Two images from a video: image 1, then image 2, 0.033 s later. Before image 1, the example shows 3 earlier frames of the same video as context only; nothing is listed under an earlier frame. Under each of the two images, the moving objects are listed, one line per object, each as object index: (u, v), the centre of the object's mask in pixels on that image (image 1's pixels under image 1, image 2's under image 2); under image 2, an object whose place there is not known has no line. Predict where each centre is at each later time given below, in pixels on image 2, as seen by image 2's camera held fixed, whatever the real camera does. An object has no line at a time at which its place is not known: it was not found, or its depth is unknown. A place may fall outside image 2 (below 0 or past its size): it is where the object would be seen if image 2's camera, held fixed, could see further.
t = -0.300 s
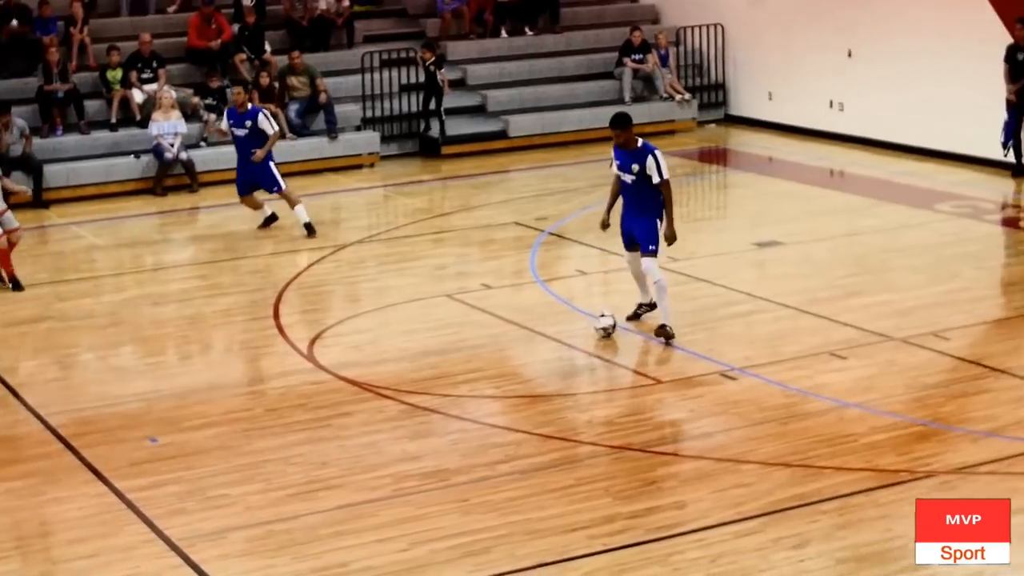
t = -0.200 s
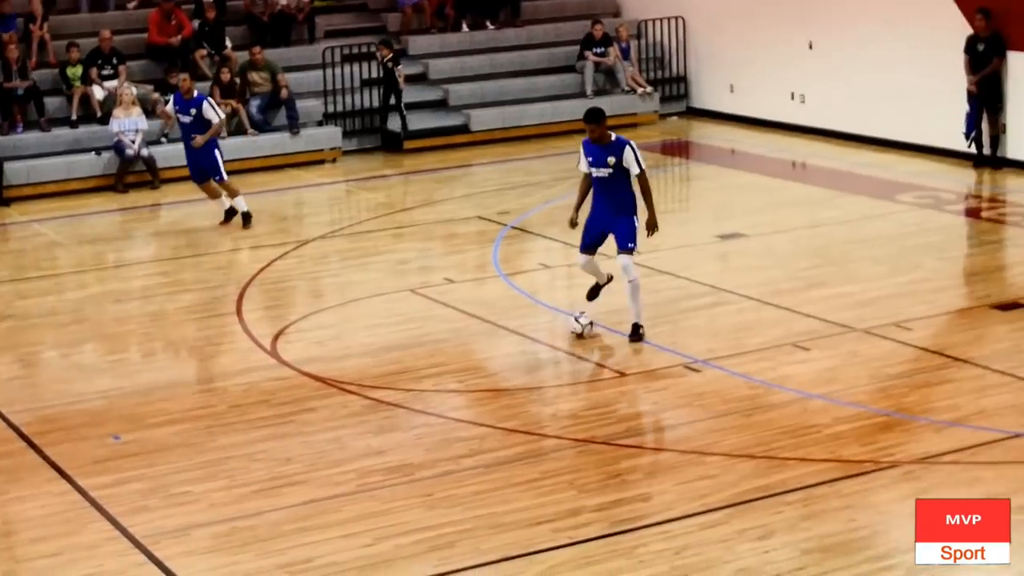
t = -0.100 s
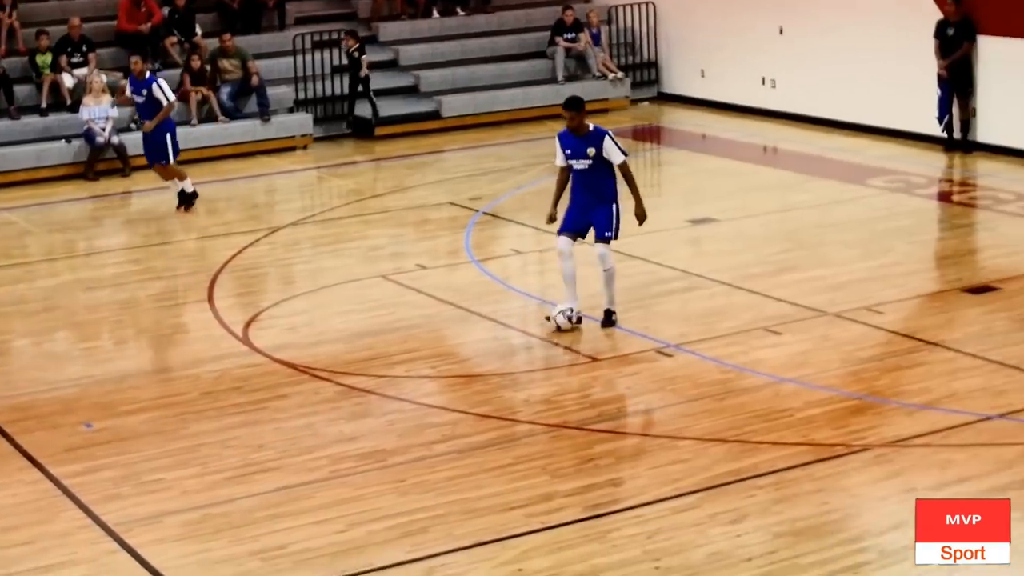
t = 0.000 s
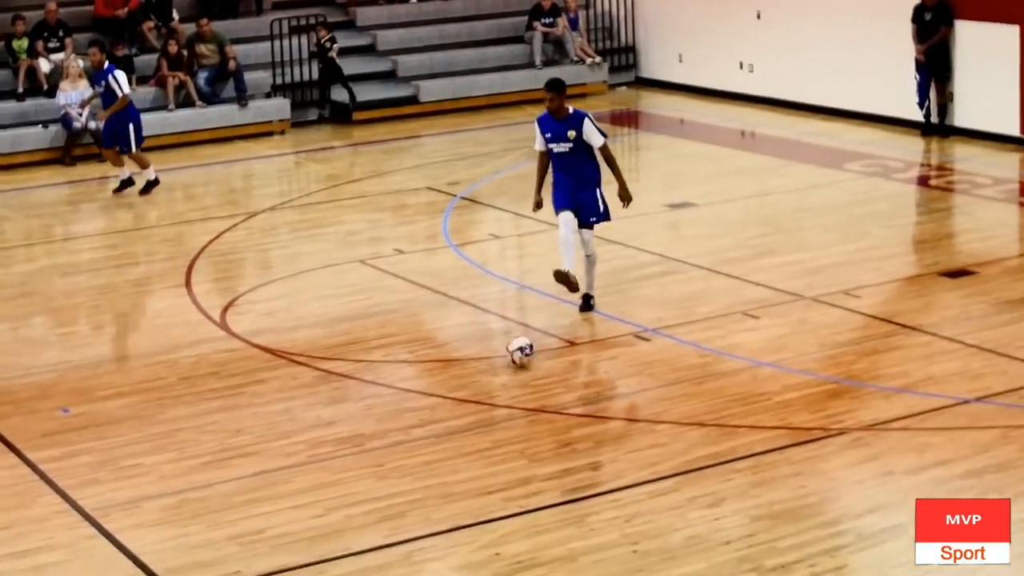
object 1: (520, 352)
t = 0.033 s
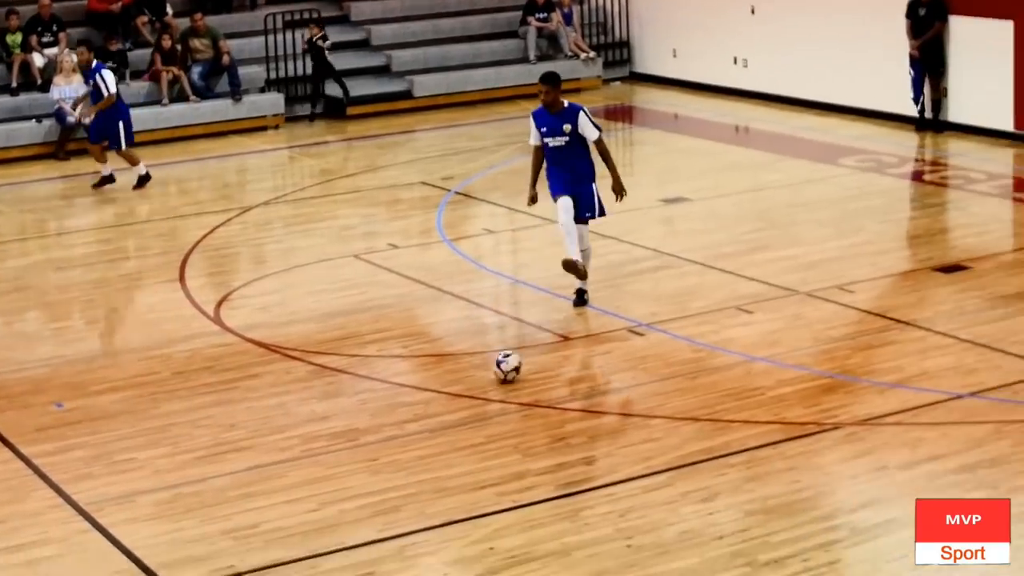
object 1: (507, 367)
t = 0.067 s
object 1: (497, 386)
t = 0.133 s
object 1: (480, 431)
